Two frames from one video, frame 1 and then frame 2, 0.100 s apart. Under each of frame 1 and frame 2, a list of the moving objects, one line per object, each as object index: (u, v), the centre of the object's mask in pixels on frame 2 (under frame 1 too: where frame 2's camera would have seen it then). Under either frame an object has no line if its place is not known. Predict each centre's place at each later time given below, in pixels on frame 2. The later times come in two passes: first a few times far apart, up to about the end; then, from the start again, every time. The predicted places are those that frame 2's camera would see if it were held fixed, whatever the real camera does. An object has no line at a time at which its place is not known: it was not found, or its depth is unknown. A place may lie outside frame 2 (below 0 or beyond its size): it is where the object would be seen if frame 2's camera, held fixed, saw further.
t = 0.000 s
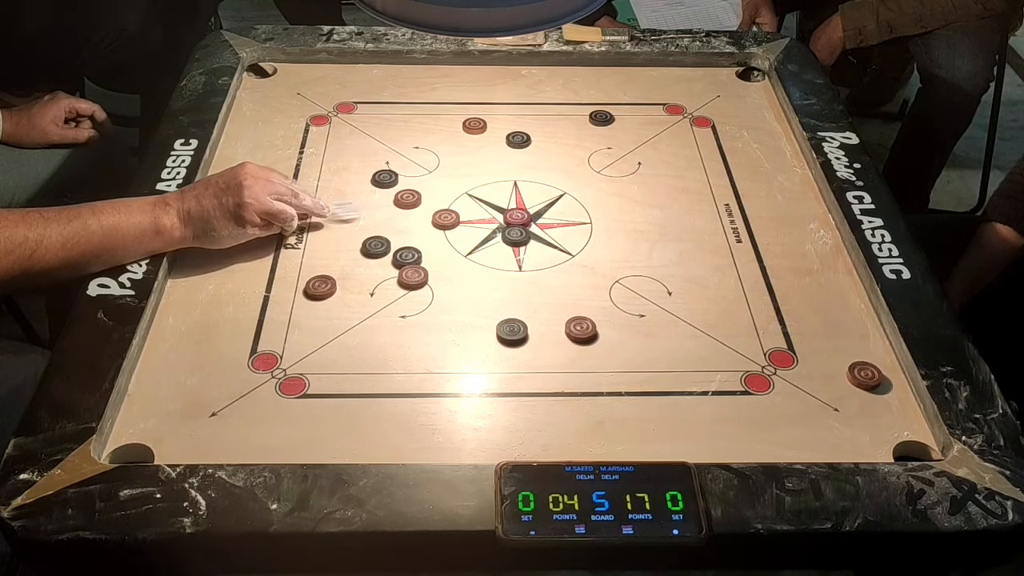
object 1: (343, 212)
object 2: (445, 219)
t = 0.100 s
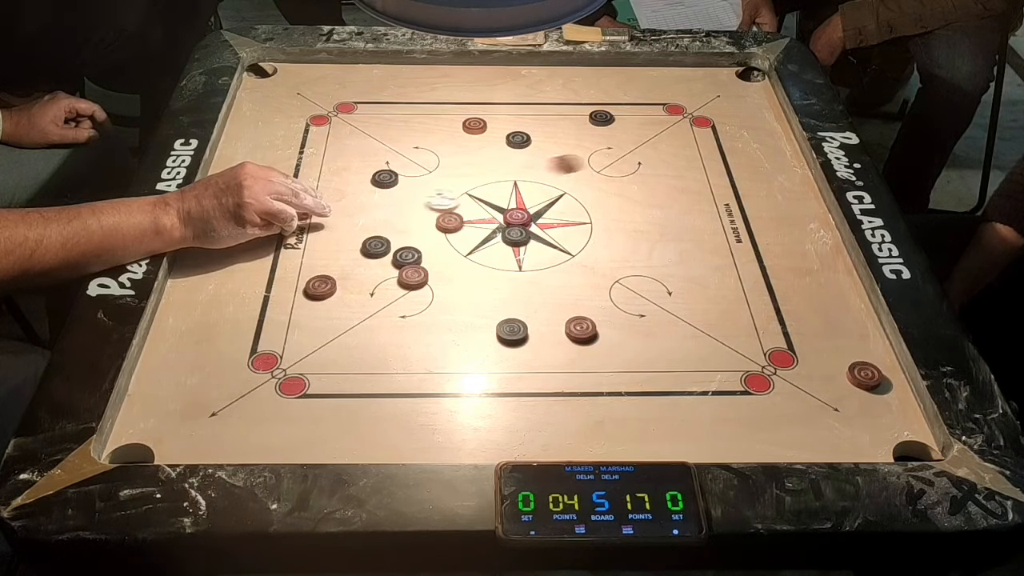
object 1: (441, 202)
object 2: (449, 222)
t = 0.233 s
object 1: (525, 187)
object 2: (473, 241)
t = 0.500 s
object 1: (634, 168)
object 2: (484, 248)
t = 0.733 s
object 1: (676, 161)
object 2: (484, 248)
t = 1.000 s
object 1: (679, 161)
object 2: (484, 249)
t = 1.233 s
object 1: (679, 161)
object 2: (484, 249)
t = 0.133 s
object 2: (456, 228)
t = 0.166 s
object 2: (463, 233)
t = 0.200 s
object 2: (468, 237)
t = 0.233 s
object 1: (525, 187)
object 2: (473, 241)
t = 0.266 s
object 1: (543, 183)
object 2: (477, 244)
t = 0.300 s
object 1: (559, 181)
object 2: (480, 246)
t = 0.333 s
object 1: (574, 178)
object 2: (482, 247)
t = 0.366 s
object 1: (588, 176)
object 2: (483, 248)
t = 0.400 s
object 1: (601, 174)
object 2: (484, 248)
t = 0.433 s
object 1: (613, 171)
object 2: (484, 248)
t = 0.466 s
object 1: (625, 170)
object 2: (484, 248)
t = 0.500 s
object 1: (634, 168)
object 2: (484, 248)
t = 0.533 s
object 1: (643, 167)
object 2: (484, 248)
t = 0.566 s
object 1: (651, 165)
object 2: (484, 248)
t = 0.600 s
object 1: (657, 164)
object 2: (484, 248)
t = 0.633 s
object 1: (664, 163)
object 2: (484, 248)
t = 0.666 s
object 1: (669, 163)
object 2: (484, 248)
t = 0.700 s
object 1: (673, 162)
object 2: (484, 248)
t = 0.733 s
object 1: (676, 161)
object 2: (484, 248)
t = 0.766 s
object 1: (678, 161)
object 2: (484, 248)
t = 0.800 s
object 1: (679, 161)
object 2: (484, 248)
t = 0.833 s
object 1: (679, 161)
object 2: (484, 248)
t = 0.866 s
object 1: (679, 161)
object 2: (484, 248)
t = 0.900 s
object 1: (679, 161)
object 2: (484, 248)
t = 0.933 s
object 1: (679, 161)
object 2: (484, 249)
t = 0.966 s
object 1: (679, 161)
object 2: (484, 249)
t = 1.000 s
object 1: (679, 161)
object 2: (484, 249)
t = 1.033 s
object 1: (679, 161)
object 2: (484, 249)
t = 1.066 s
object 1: (679, 161)
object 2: (484, 249)
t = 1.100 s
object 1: (679, 161)
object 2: (484, 249)
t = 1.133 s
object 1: (679, 161)
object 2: (484, 249)
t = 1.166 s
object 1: (679, 161)
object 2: (484, 249)
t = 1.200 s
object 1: (679, 161)
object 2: (484, 249)
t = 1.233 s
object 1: (679, 161)
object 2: (484, 249)
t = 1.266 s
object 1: (679, 161)
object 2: (484, 249)
